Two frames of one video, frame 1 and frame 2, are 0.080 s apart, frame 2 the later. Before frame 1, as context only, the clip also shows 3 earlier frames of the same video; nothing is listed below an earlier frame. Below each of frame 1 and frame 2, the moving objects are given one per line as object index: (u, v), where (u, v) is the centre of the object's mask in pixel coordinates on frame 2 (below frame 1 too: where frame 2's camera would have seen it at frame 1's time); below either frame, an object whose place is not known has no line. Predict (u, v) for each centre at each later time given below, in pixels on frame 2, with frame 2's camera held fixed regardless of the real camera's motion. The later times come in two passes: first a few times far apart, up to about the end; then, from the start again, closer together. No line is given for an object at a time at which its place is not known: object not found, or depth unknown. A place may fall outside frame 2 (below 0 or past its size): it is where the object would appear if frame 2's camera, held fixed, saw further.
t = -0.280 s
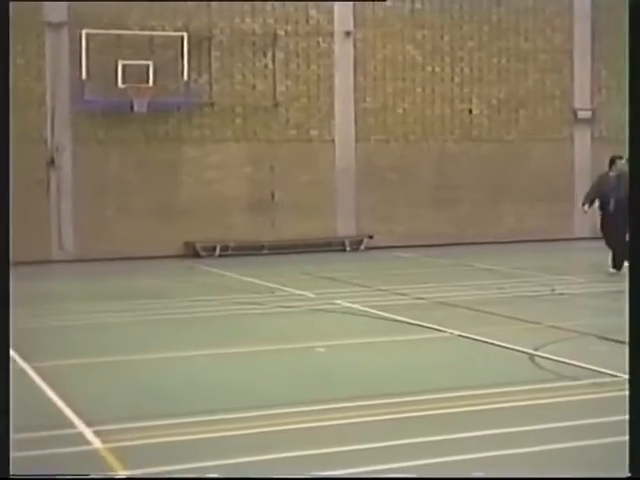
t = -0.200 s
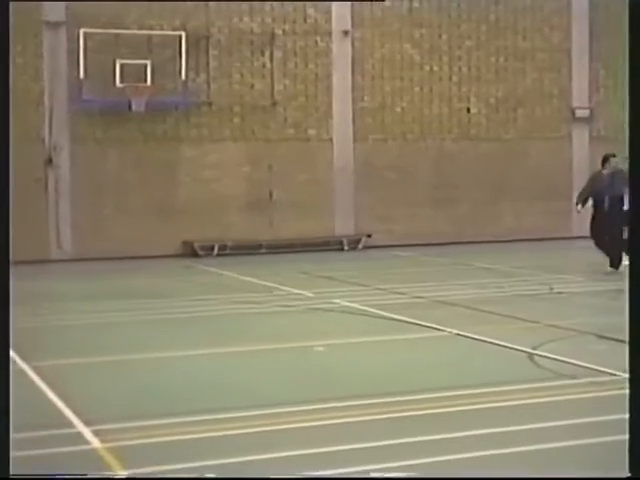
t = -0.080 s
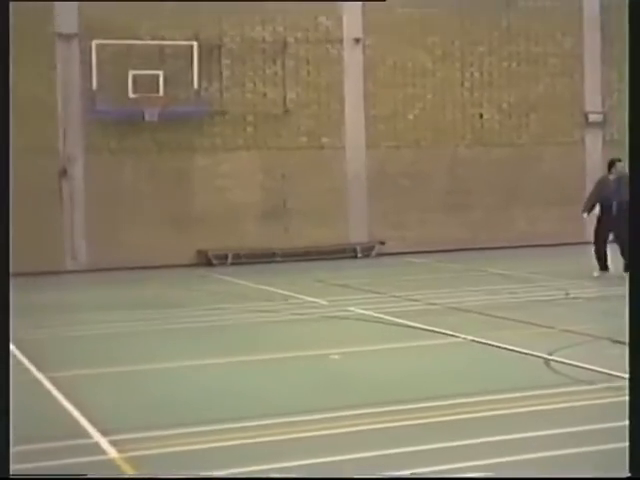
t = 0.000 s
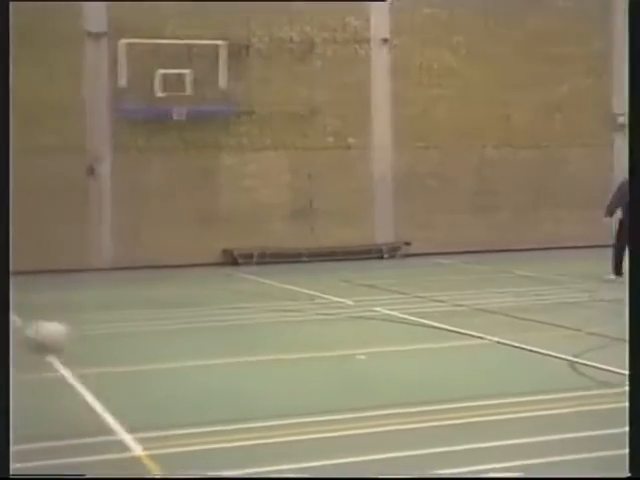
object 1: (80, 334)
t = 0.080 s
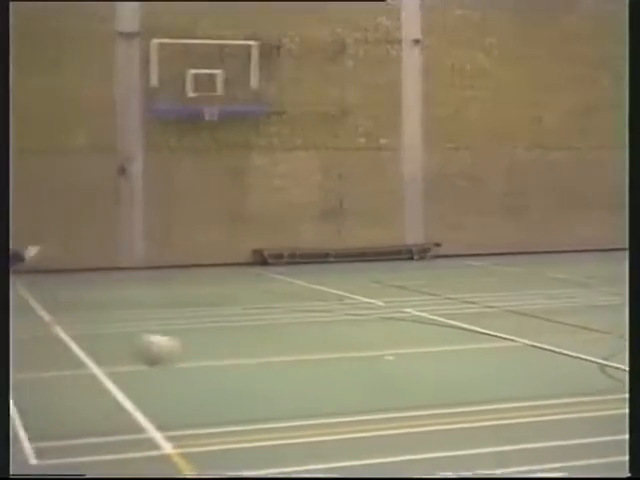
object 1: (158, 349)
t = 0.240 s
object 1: (307, 410)
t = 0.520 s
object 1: (508, 348)
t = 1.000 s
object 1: (841, 359)
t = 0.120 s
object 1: (196, 362)
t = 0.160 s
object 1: (233, 375)
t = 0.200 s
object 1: (270, 391)
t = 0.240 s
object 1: (307, 410)
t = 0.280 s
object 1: (338, 396)
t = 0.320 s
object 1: (367, 382)
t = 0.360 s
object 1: (395, 370)
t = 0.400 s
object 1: (423, 360)
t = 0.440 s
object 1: (450, 352)
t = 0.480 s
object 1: (481, 349)
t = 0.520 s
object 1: (508, 348)
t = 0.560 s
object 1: (534, 349)
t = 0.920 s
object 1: (780, 374)
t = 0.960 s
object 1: (810, 365)
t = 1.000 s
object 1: (841, 359)
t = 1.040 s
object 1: (861, 356)
